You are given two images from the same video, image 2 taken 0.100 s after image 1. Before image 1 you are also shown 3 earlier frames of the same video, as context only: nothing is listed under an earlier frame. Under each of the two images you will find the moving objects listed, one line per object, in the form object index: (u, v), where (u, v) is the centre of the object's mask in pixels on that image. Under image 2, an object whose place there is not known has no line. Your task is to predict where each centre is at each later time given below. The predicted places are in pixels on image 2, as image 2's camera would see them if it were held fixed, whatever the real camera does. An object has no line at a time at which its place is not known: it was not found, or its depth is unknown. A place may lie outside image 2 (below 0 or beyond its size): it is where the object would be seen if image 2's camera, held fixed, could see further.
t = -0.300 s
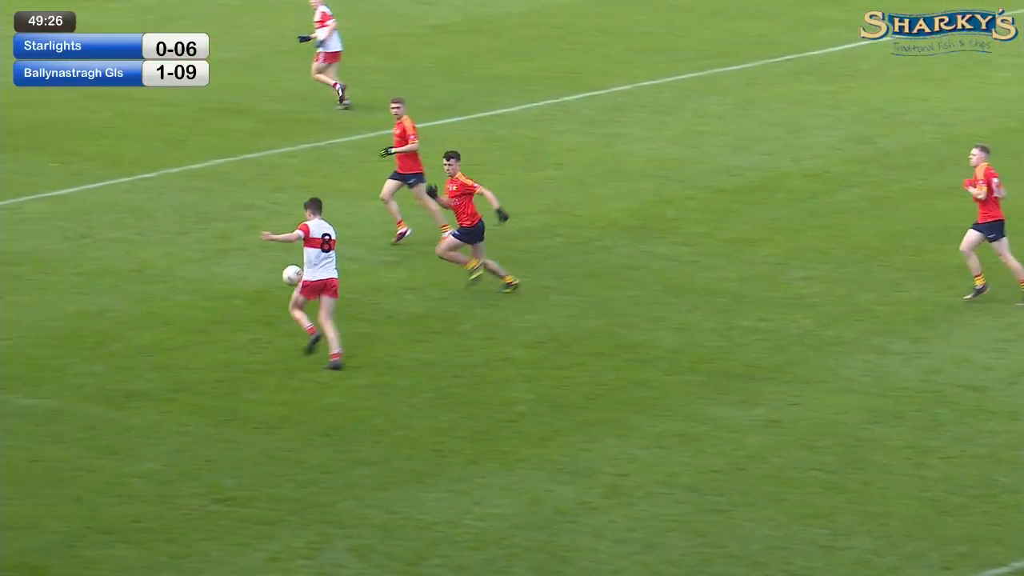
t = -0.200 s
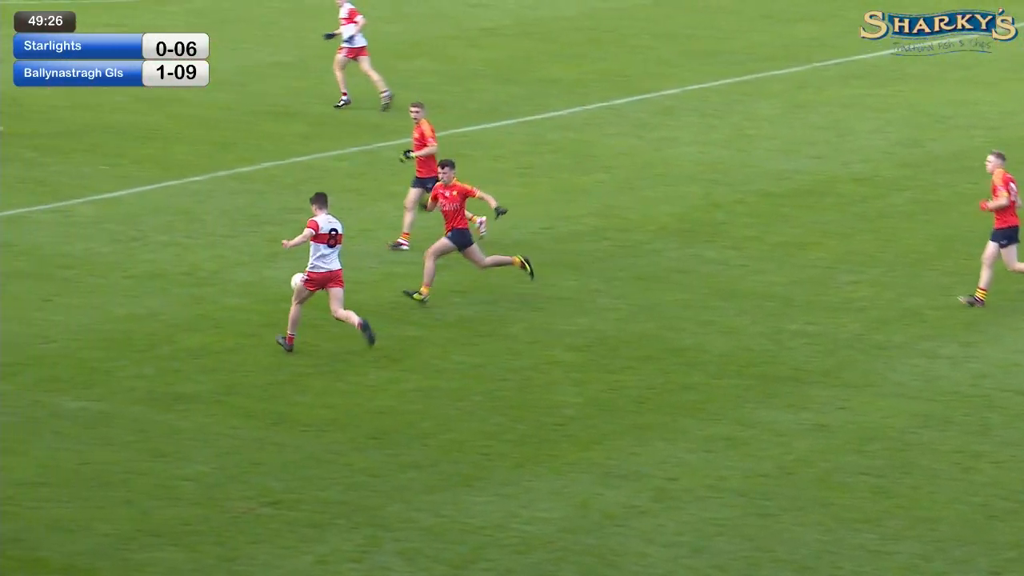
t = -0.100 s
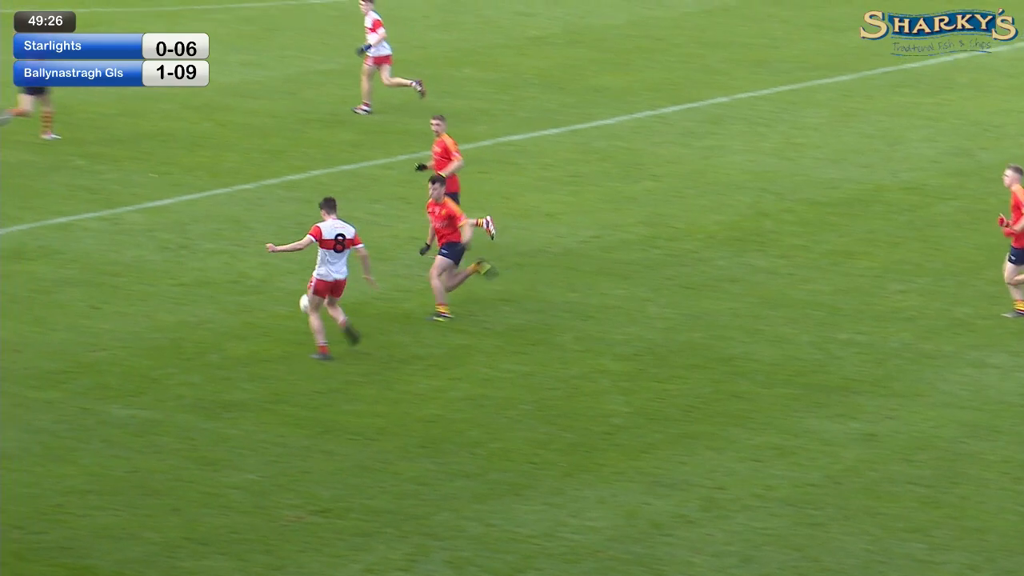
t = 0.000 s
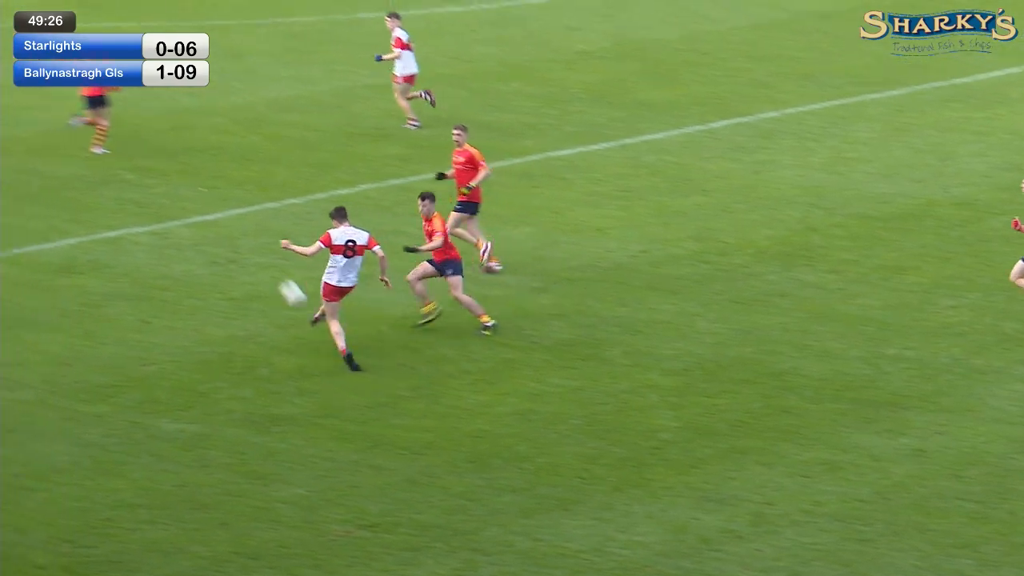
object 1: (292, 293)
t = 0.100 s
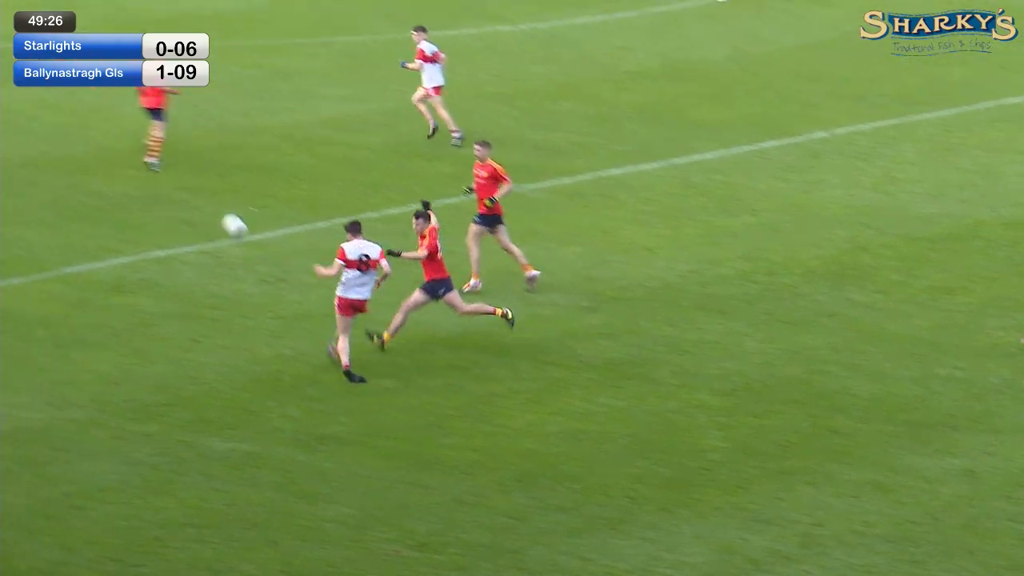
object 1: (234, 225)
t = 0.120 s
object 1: (214, 210)
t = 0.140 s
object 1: (193, 196)
